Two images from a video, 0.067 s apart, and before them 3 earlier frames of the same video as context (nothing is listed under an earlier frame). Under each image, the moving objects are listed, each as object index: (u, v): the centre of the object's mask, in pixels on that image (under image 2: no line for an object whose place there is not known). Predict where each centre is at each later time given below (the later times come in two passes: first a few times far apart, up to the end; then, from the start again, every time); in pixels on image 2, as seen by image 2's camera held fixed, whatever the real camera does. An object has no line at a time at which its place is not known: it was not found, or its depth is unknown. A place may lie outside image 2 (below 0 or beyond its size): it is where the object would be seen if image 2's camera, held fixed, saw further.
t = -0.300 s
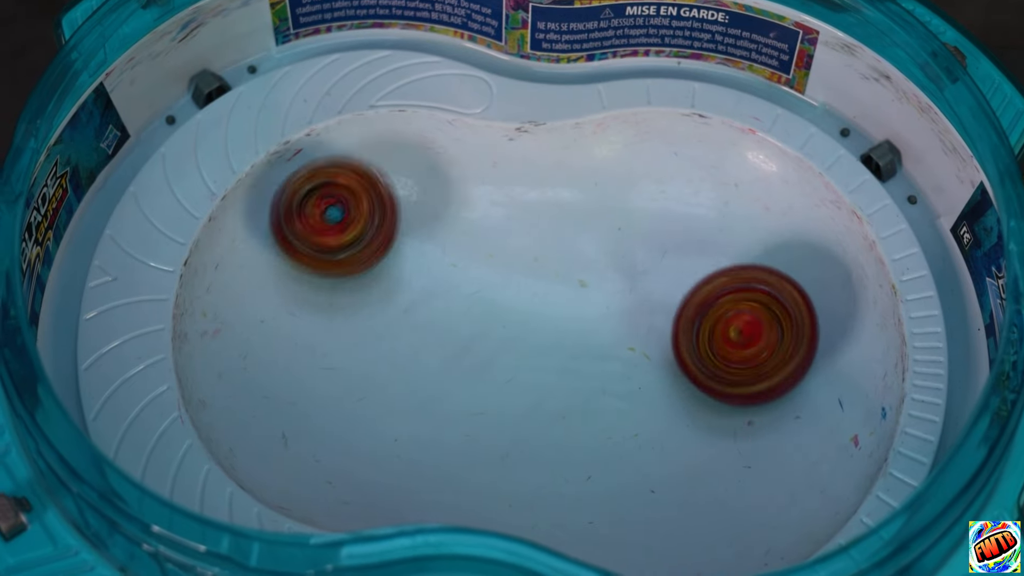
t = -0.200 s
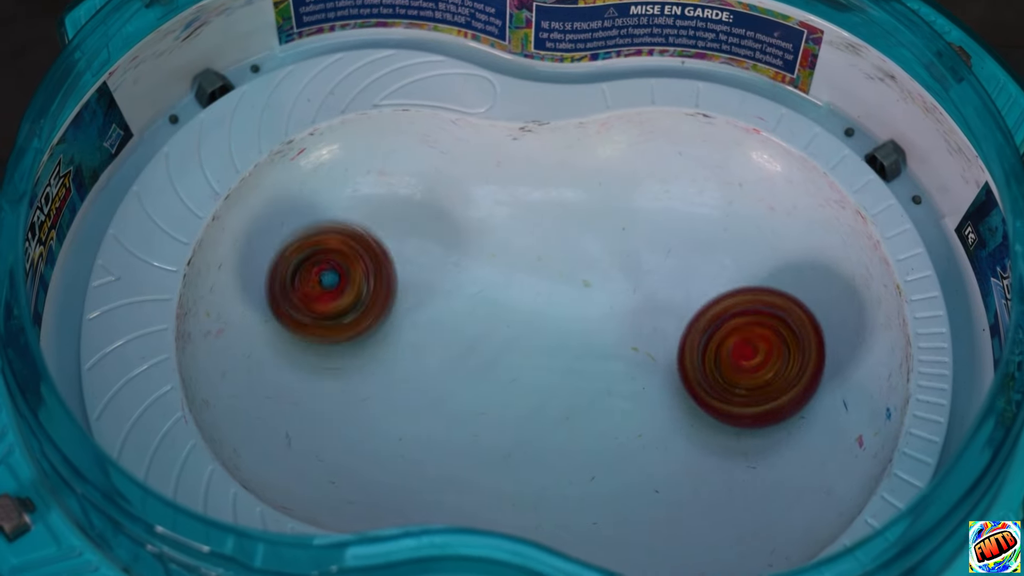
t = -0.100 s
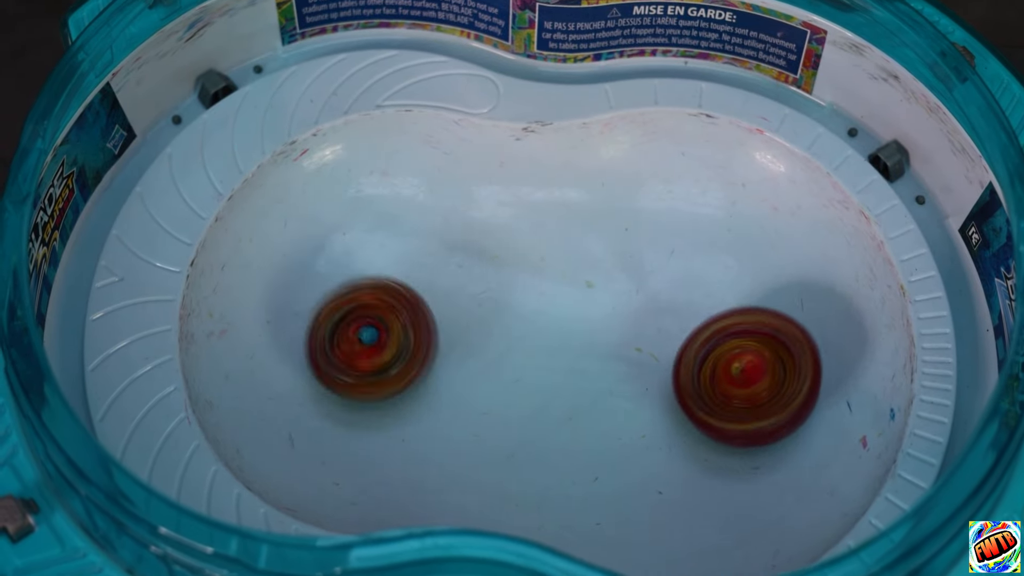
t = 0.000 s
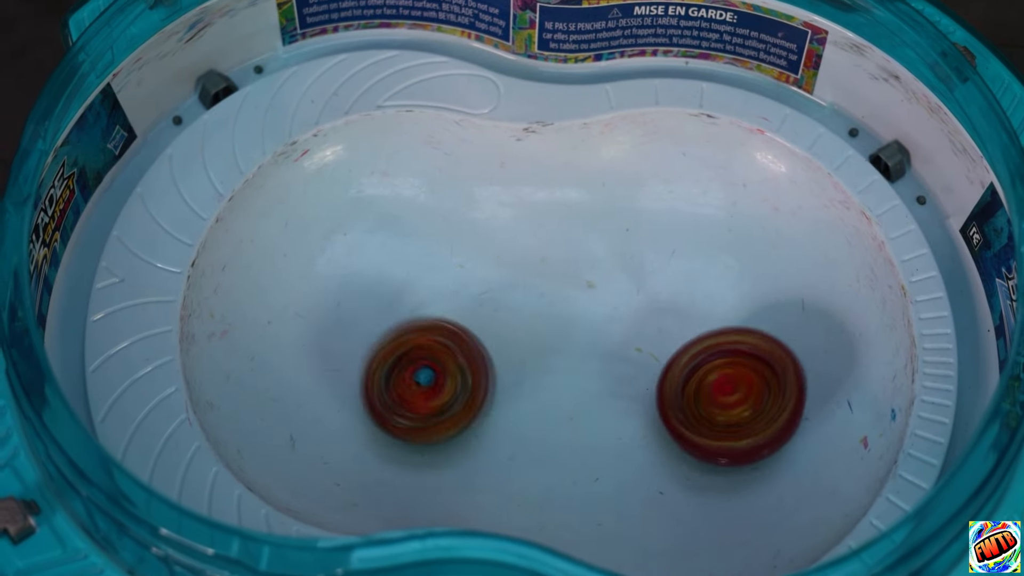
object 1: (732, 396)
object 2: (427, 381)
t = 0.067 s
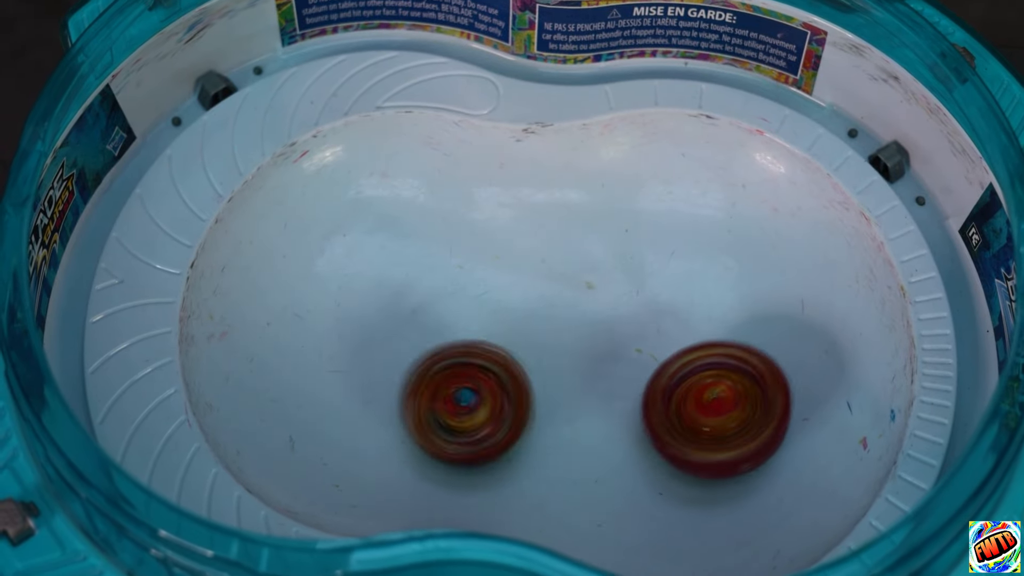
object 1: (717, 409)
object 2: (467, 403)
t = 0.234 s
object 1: (693, 440)
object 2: (547, 418)
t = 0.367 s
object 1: (697, 453)
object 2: (508, 346)
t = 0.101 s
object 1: (710, 415)
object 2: (491, 413)
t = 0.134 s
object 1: (701, 420)
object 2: (516, 420)
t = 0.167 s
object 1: (692, 426)
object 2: (537, 427)
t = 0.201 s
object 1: (689, 431)
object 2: (554, 426)
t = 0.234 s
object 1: (693, 440)
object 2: (547, 418)
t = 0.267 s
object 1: (703, 448)
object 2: (532, 401)
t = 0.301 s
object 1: (705, 452)
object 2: (523, 383)
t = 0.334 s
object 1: (703, 453)
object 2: (514, 365)
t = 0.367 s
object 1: (697, 453)
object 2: (508, 346)
